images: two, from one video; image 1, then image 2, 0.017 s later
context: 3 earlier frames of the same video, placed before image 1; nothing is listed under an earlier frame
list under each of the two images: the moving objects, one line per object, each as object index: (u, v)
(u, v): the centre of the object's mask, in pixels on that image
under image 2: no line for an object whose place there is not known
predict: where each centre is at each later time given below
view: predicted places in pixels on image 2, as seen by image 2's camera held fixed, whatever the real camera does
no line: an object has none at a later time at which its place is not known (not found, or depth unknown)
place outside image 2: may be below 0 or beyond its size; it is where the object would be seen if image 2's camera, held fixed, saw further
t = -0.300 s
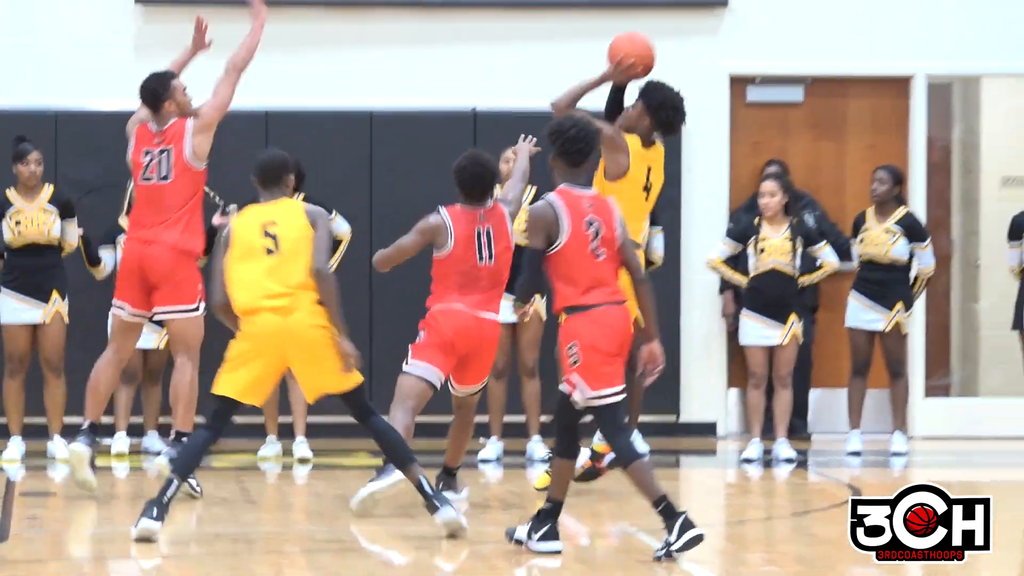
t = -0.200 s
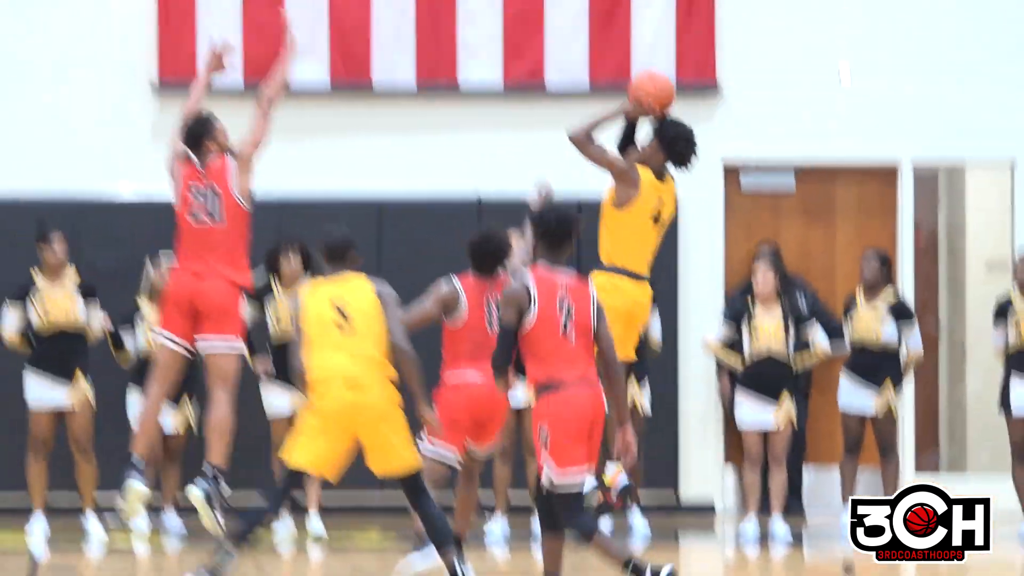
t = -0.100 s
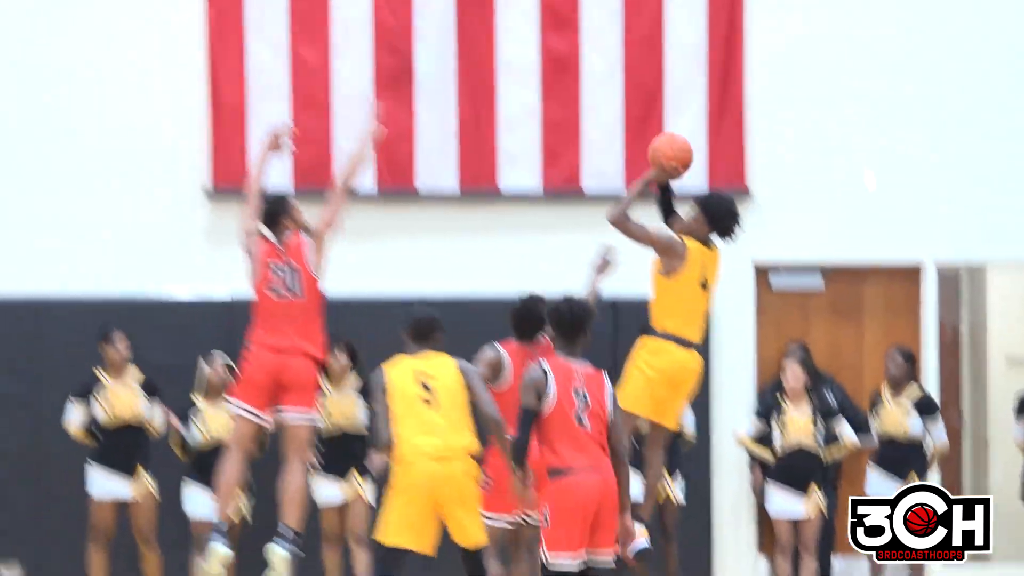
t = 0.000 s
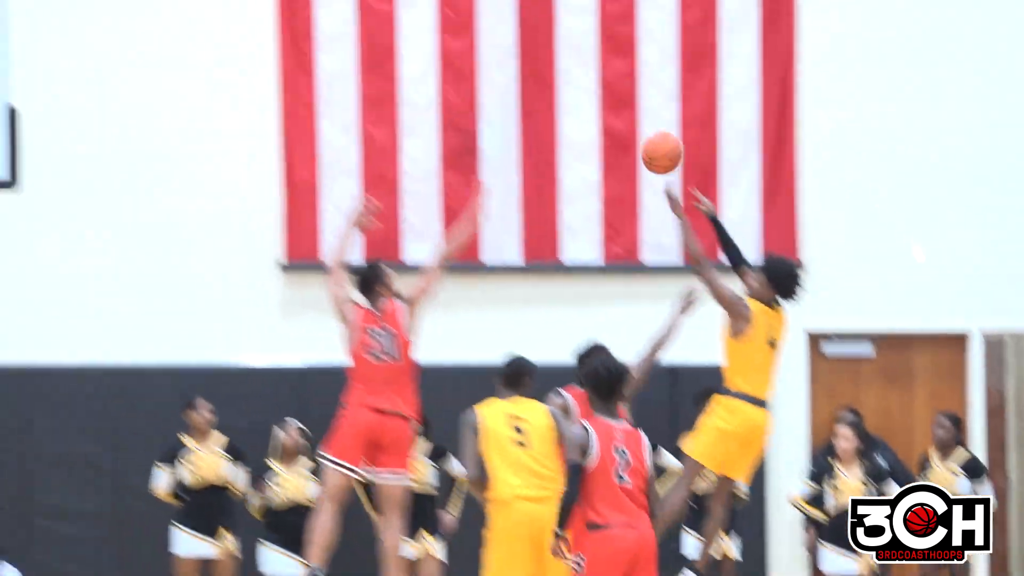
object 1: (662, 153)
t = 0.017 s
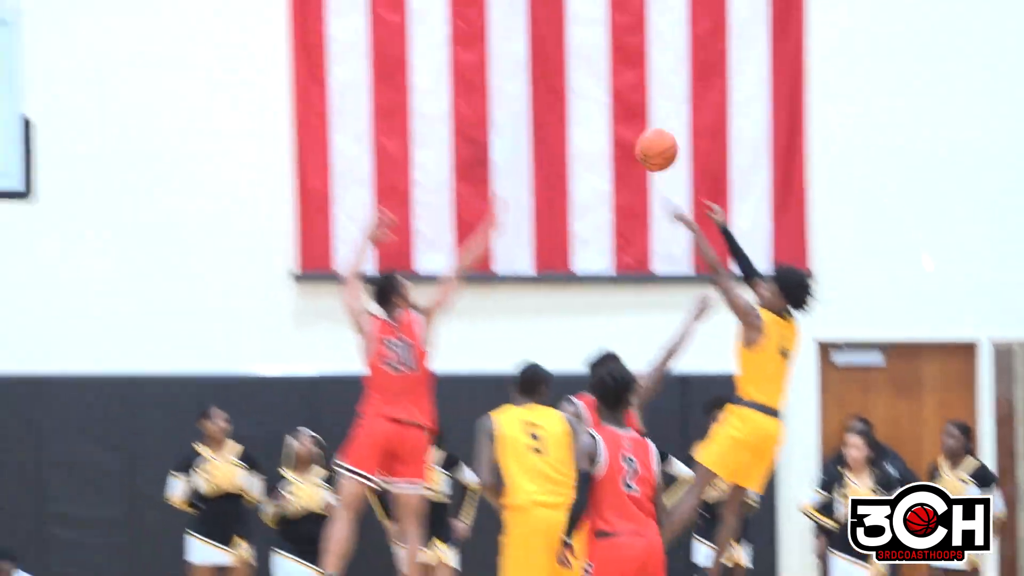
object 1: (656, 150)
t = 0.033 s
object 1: (640, 137)
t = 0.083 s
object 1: (591, 100)
